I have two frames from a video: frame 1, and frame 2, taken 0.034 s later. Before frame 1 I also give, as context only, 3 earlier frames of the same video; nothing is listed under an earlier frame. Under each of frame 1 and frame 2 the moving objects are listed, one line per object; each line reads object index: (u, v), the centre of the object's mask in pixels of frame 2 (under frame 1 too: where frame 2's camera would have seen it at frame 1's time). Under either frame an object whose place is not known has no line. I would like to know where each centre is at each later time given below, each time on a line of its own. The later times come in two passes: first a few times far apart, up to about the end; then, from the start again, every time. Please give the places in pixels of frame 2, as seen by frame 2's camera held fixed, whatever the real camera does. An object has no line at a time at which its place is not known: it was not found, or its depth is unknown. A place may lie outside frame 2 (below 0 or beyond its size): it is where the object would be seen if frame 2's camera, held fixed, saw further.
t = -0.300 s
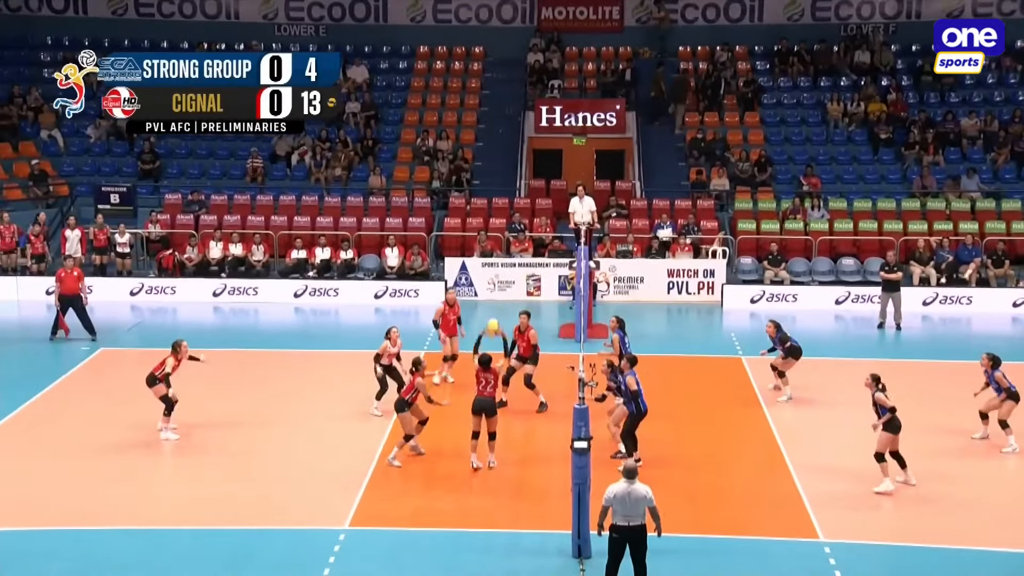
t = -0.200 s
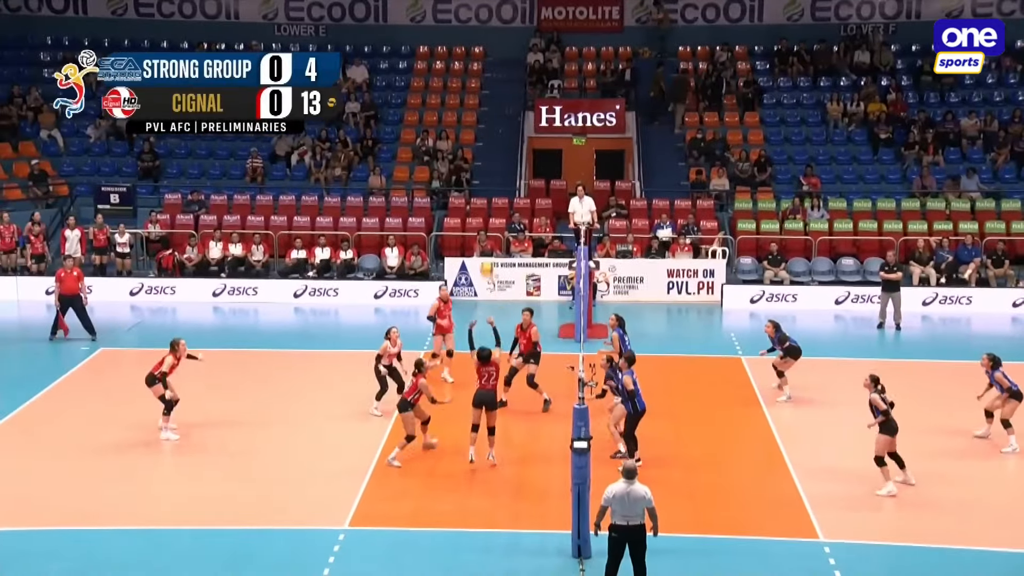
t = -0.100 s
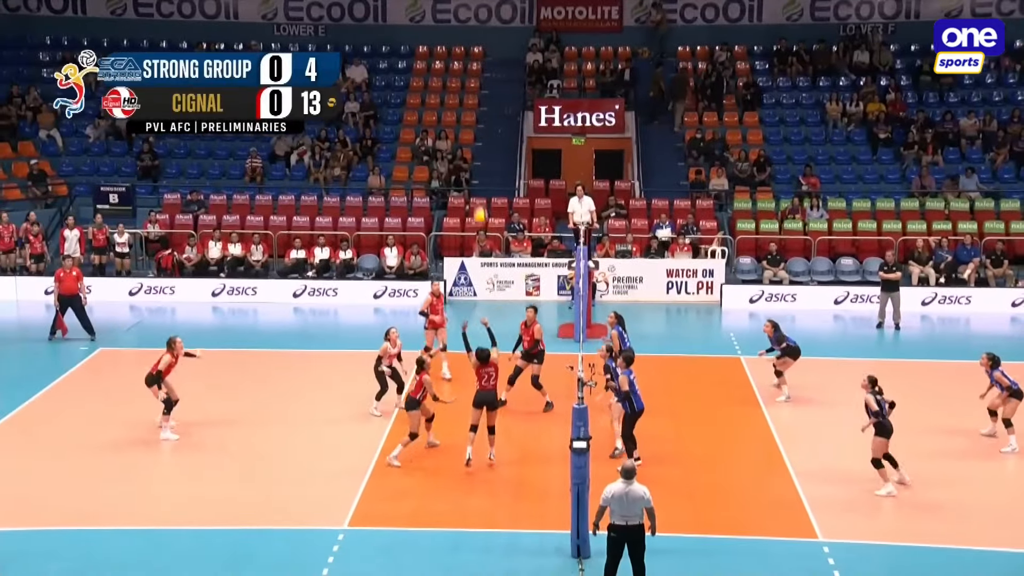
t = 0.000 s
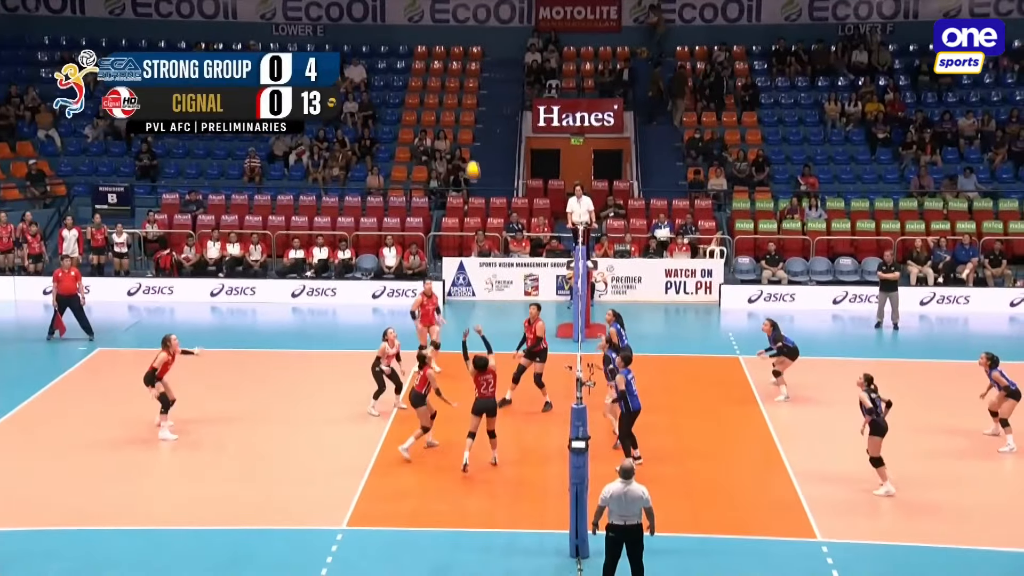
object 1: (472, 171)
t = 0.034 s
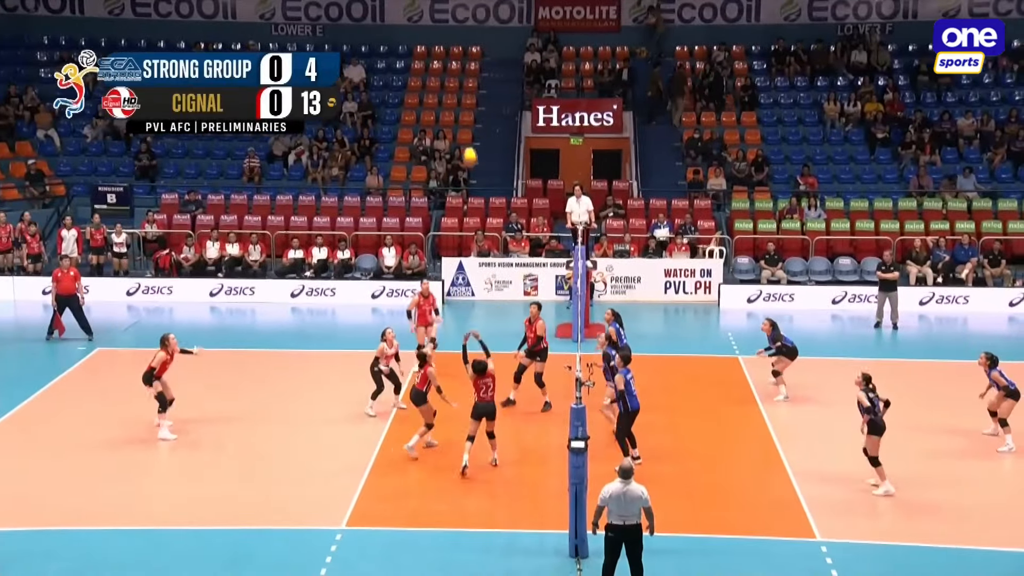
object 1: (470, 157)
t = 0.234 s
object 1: (456, 92)
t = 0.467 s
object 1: (441, 53)
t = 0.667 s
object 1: (428, 50)
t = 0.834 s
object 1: (417, 69)
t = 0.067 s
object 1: (468, 144)
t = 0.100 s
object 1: (465, 132)
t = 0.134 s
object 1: (463, 120)
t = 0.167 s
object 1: (461, 110)
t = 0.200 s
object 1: (459, 101)
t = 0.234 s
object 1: (456, 92)
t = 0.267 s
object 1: (455, 84)
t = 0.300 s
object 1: (452, 77)
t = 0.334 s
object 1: (450, 70)
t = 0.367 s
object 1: (447, 65)
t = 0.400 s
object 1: (445, 60)
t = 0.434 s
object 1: (443, 56)
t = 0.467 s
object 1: (441, 53)
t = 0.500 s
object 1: (438, 51)
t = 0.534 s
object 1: (436, 49)
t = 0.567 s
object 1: (434, 49)
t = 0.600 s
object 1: (432, 48)
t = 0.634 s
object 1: (430, 49)
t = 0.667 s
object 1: (428, 50)
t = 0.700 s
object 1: (426, 52)
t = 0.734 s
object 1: (424, 56)
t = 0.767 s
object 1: (422, 59)
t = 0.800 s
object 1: (420, 64)
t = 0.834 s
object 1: (417, 69)
